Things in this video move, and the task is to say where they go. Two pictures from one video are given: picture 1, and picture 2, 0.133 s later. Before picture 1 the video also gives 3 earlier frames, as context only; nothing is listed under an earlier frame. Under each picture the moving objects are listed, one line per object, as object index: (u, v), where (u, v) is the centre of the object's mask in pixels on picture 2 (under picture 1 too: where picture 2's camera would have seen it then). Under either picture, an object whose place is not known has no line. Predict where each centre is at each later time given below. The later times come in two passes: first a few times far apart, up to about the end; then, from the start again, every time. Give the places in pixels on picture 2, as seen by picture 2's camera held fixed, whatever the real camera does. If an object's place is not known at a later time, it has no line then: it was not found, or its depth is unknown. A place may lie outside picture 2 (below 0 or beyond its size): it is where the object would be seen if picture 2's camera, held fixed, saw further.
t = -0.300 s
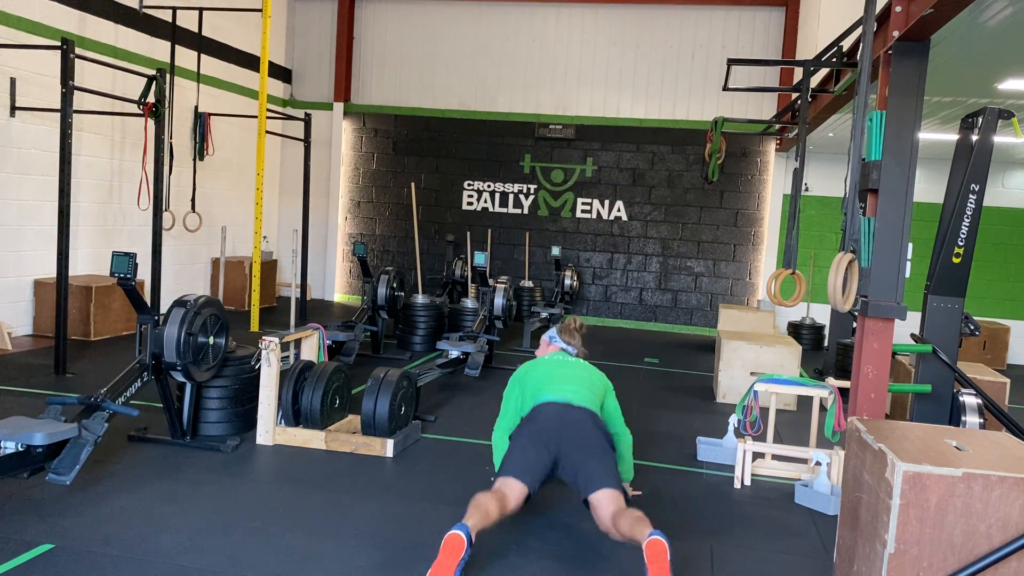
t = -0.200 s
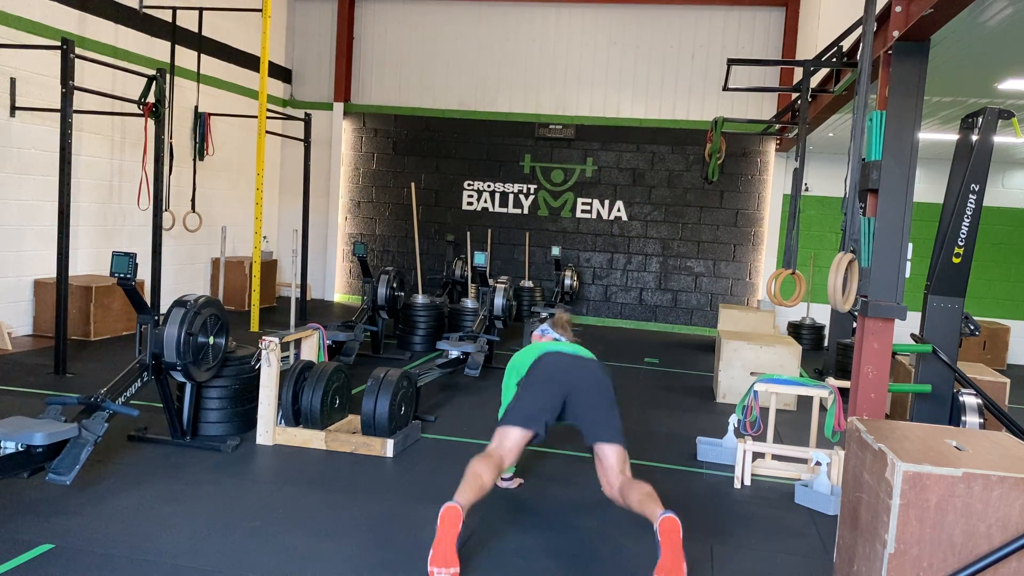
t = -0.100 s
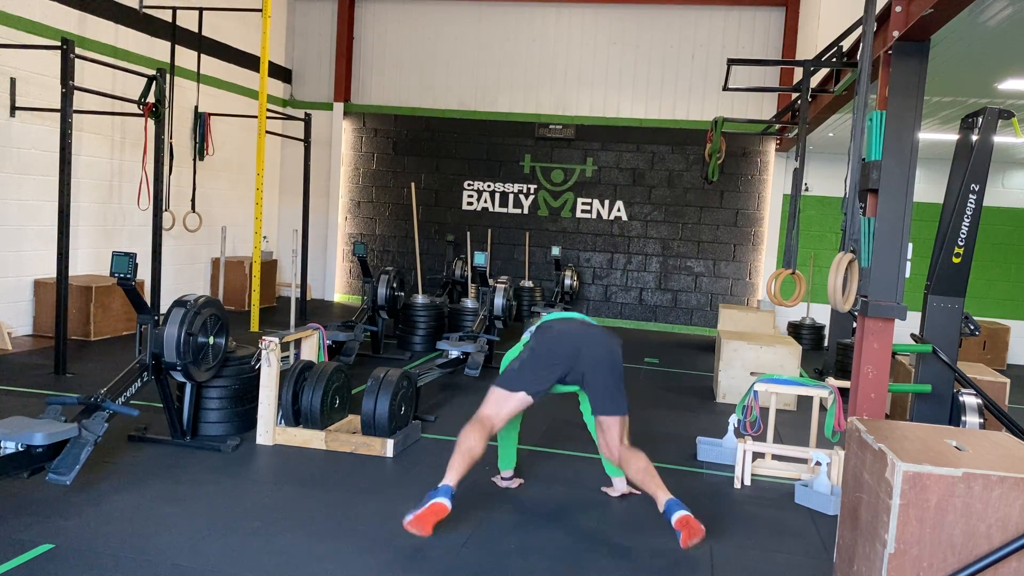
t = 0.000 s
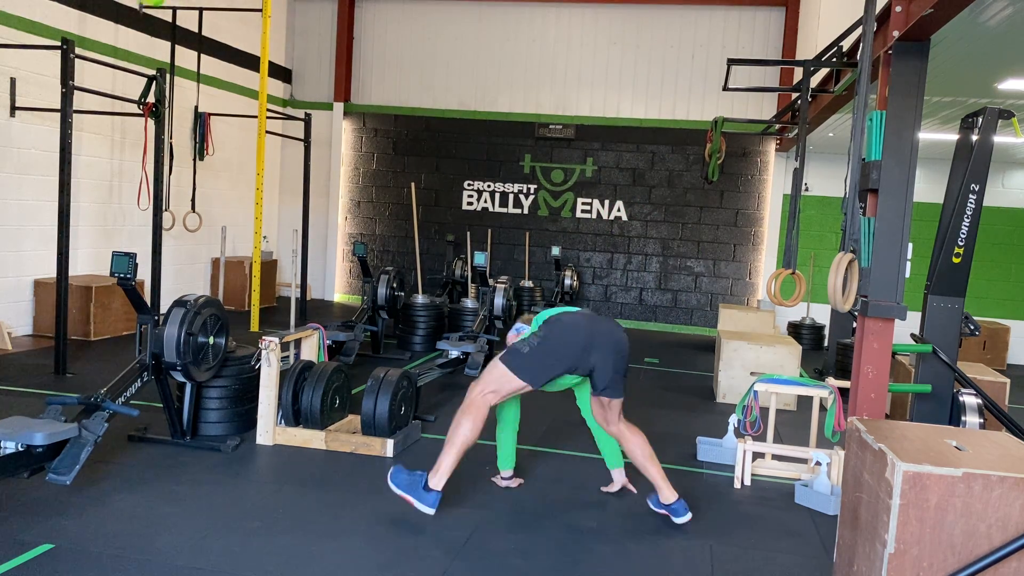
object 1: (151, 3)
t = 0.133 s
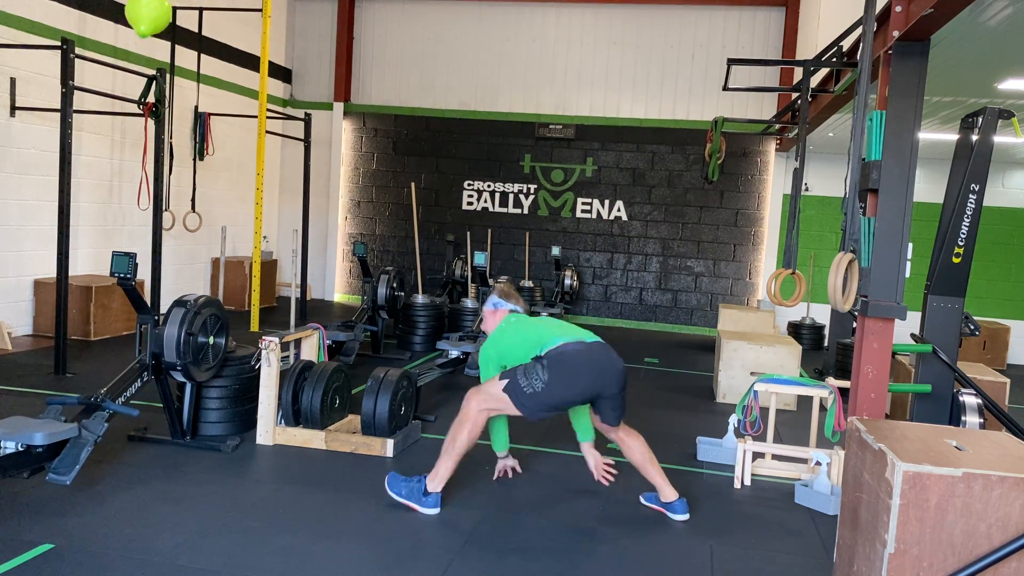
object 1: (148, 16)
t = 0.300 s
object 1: (153, 52)
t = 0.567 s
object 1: (156, 116)
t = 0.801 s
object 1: (143, 170)
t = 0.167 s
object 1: (149, 21)
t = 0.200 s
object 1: (150, 28)
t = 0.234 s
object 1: (151, 36)
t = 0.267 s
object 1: (152, 43)
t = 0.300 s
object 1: (153, 52)
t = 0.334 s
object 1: (154, 60)
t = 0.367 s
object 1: (155, 68)
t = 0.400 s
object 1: (156, 76)
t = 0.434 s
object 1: (156, 84)
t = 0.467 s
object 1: (156, 92)
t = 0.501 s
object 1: (157, 100)
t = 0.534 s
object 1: (156, 108)
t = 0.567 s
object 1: (156, 116)
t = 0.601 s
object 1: (155, 124)
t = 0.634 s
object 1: (155, 132)
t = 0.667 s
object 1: (153, 140)
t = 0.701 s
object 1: (151, 148)
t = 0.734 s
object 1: (149, 155)
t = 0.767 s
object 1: (146, 163)
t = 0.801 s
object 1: (143, 170)
